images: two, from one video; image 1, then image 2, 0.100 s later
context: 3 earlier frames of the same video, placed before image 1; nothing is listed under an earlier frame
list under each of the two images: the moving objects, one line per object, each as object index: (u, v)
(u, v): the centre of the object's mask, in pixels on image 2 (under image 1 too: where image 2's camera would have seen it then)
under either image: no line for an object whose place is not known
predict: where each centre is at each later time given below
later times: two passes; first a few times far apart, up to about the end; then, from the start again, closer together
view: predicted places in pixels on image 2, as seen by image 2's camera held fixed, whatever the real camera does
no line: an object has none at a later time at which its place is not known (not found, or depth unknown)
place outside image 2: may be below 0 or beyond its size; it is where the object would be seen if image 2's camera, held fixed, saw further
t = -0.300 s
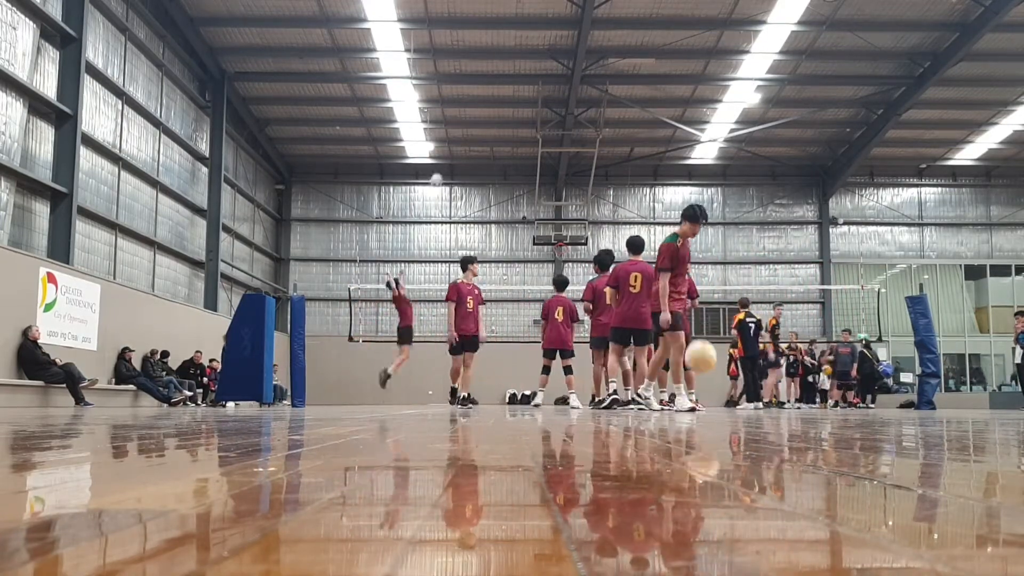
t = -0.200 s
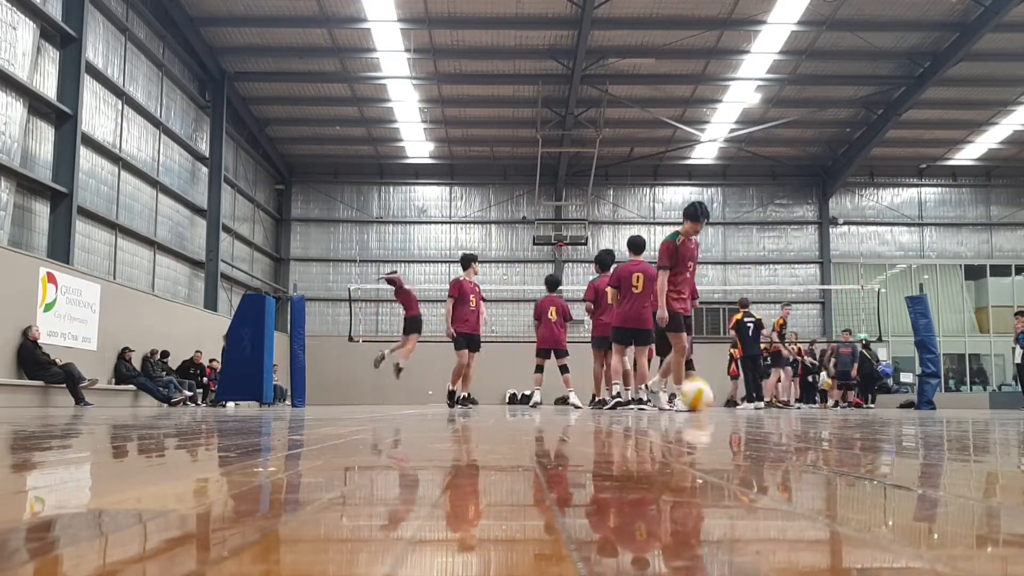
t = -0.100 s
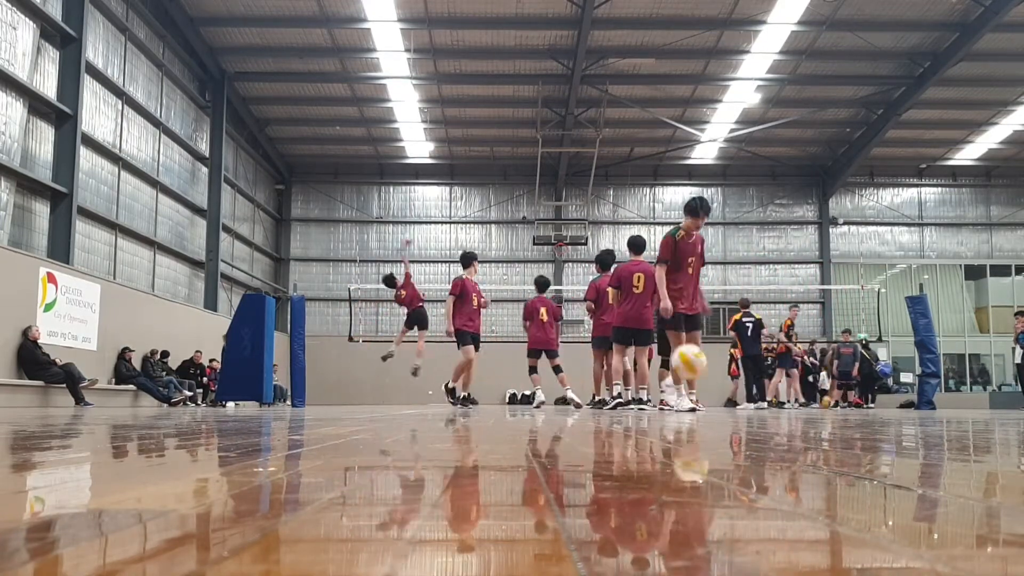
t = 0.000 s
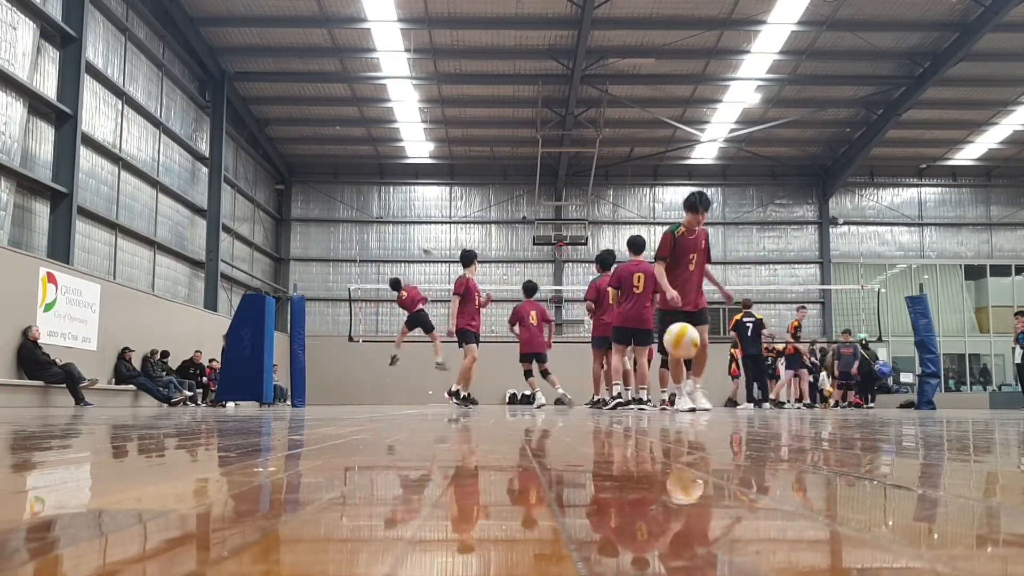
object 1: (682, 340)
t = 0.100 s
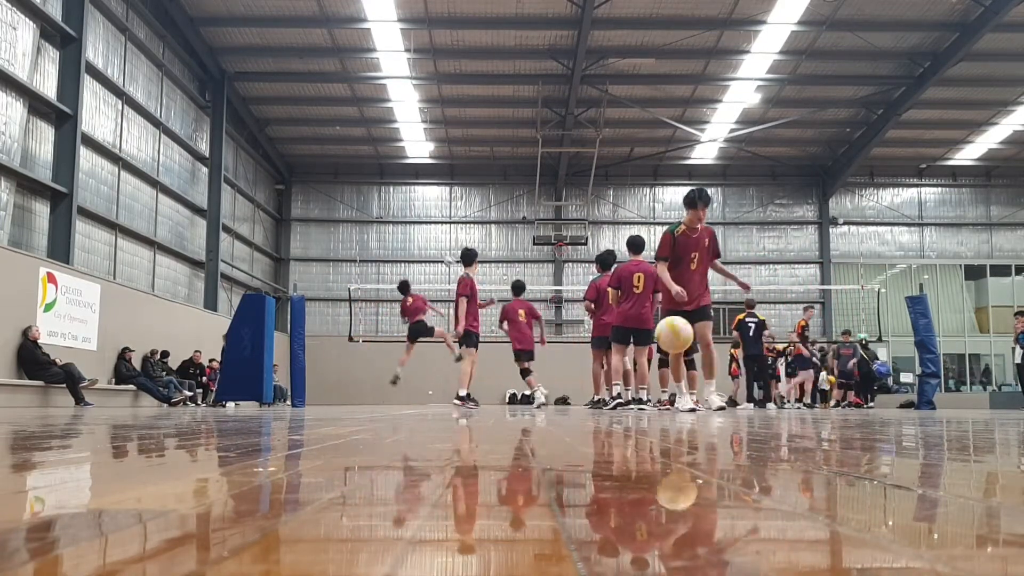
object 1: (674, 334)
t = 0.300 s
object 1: (658, 376)
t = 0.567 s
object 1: (632, 342)
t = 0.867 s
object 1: (592, 361)
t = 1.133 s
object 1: (538, 380)
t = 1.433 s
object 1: (445, 364)
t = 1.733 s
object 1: (263, 369)
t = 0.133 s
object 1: (672, 336)
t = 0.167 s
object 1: (669, 340)
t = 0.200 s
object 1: (666, 345)
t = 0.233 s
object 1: (664, 353)
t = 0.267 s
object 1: (660, 365)
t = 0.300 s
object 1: (658, 376)
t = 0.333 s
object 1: (656, 391)
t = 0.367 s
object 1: (652, 383)
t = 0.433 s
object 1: (645, 362)
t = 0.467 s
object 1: (642, 354)
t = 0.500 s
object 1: (638, 347)
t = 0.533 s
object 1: (635, 343)
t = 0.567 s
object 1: (632, 342)
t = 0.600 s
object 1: (628, 342)
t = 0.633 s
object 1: (624, 345)
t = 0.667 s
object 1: (620, 350)
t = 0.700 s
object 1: (617, 359)
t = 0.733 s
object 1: (613, 370)
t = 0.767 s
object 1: (608, 384)
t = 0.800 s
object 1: (602, 381)
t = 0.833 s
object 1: (597, 369)
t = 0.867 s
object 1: (592, 361)
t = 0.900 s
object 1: (586, 354)
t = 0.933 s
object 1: (580, 349)
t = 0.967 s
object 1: (575, 348)
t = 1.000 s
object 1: (568, 350)
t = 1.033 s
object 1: (561, 355)
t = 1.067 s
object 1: (554, 365)
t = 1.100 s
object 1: (547, 377)
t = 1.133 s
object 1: (538, 380)
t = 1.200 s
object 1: (522, 363)
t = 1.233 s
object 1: (514, 357)
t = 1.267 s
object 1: (504, 356)
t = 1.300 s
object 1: (493, 359)
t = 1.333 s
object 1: (483, 366)
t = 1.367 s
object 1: (471, 378)
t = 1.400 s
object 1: (457, 372)
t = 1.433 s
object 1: (445, 364)
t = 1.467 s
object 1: (431, 360)
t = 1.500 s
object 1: (415, 360)
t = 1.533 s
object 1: (398, 366)
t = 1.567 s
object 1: (380, 375)
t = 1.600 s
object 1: (361, 364)
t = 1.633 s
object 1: (339, 357)
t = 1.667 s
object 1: (314, 355)
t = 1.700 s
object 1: (291, 360)
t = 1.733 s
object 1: (263, 369)
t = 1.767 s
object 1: (231, 358)
